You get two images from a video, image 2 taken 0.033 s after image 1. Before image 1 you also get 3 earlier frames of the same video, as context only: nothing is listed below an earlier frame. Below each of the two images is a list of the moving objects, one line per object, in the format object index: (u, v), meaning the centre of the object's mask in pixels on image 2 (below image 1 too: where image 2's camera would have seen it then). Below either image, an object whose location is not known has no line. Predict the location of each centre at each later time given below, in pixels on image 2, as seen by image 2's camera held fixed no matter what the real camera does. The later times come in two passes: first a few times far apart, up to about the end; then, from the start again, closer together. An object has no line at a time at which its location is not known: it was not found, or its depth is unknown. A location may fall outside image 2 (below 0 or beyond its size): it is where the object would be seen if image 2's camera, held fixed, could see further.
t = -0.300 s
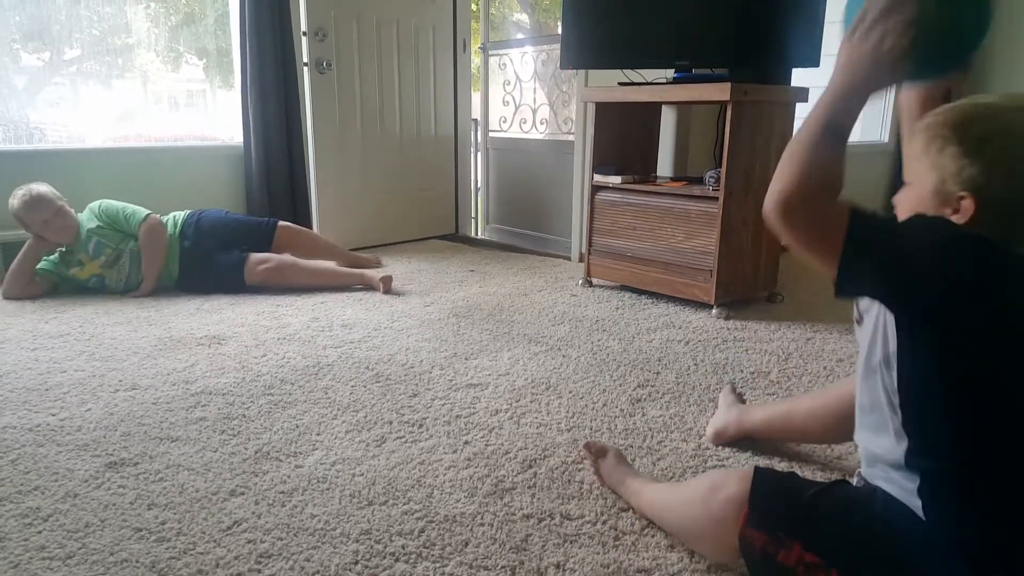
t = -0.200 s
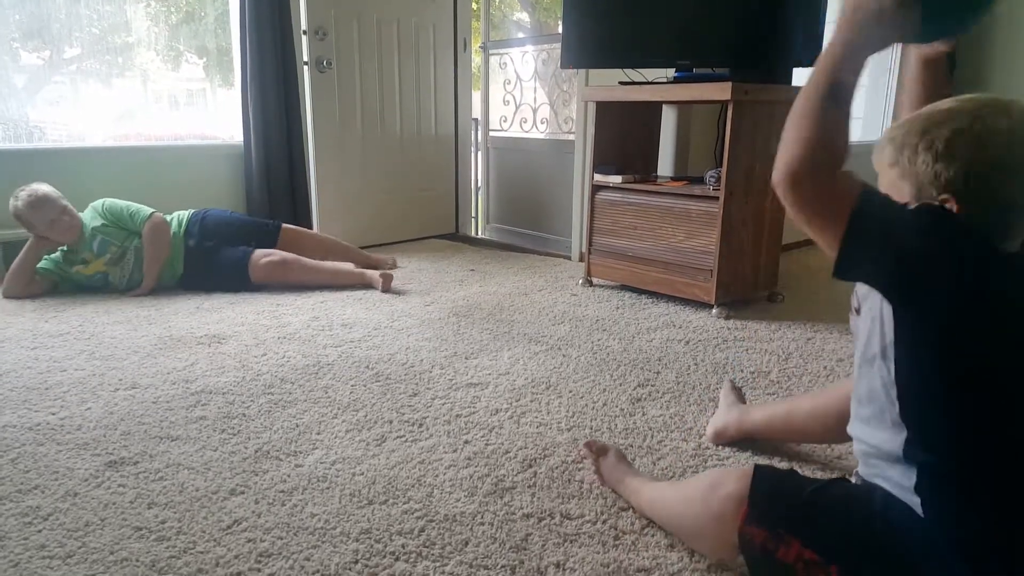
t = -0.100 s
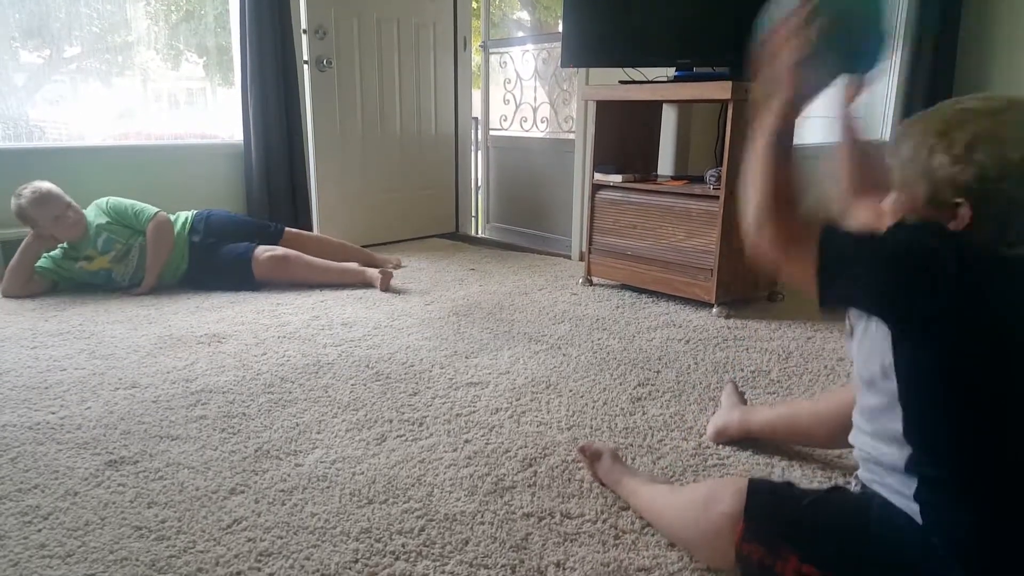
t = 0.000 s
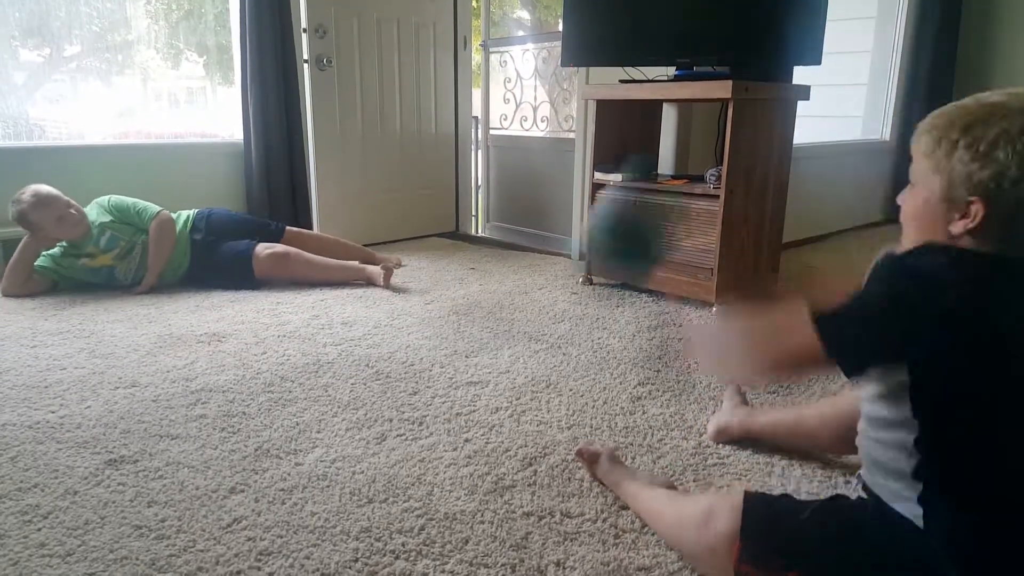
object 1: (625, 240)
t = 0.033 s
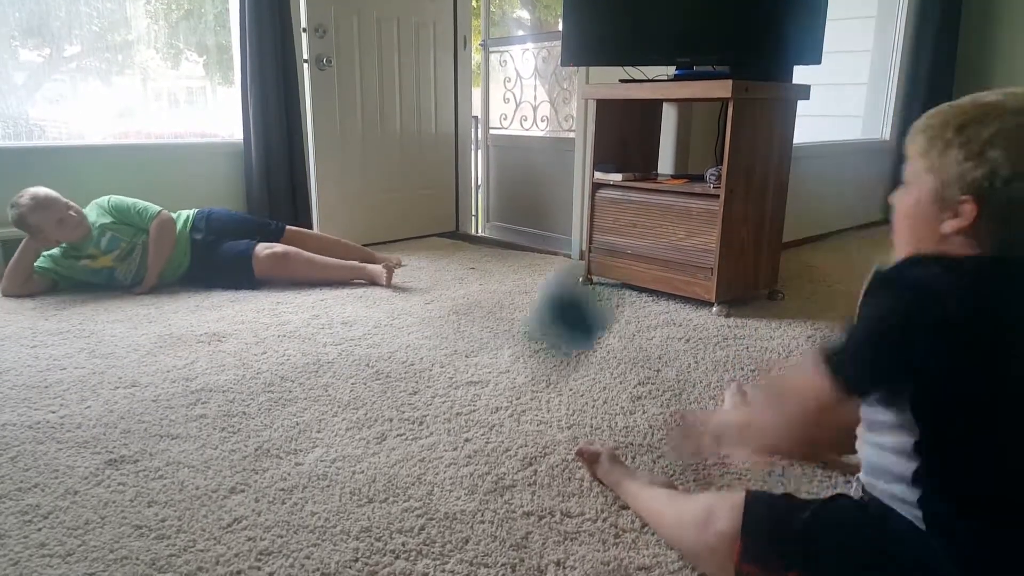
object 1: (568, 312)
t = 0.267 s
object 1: (440, 113)
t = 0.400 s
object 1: (387, 21)
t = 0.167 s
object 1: (477, 240)
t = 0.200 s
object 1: (461, 196)
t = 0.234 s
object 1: (448, 151)
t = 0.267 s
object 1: (440, 113)
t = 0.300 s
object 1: (425, 78)
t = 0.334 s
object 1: (413, 49)
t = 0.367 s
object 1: (401, 31)
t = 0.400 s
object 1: (387, 21)
